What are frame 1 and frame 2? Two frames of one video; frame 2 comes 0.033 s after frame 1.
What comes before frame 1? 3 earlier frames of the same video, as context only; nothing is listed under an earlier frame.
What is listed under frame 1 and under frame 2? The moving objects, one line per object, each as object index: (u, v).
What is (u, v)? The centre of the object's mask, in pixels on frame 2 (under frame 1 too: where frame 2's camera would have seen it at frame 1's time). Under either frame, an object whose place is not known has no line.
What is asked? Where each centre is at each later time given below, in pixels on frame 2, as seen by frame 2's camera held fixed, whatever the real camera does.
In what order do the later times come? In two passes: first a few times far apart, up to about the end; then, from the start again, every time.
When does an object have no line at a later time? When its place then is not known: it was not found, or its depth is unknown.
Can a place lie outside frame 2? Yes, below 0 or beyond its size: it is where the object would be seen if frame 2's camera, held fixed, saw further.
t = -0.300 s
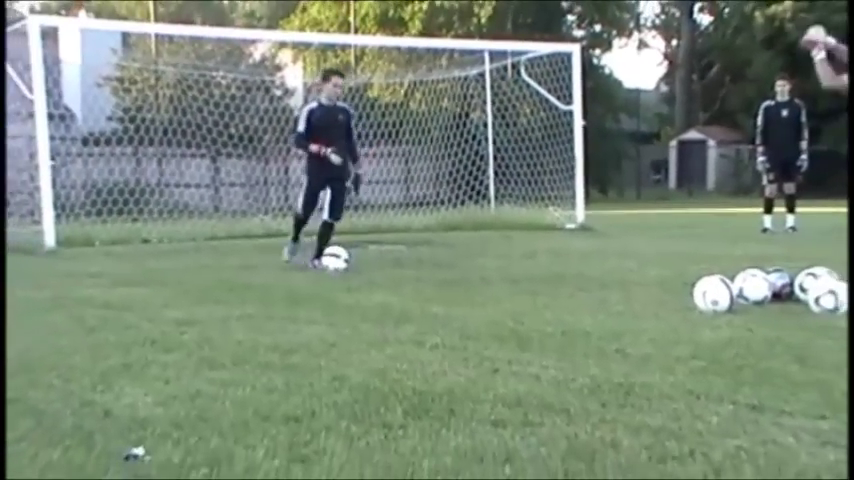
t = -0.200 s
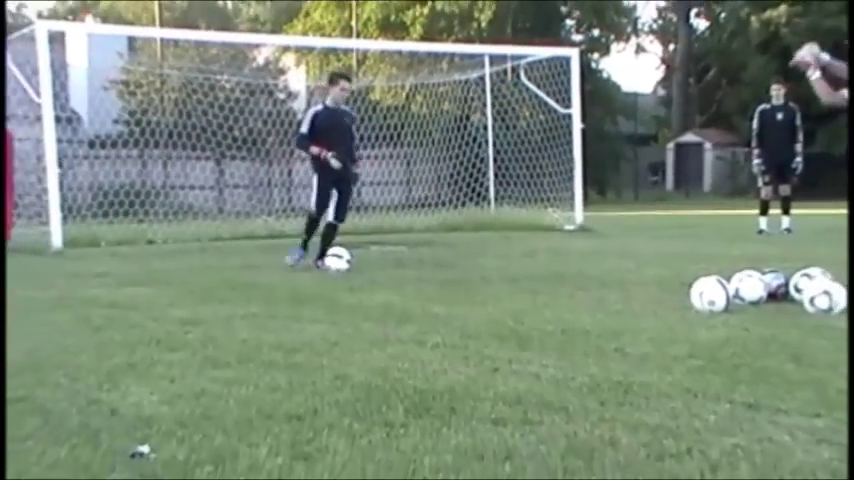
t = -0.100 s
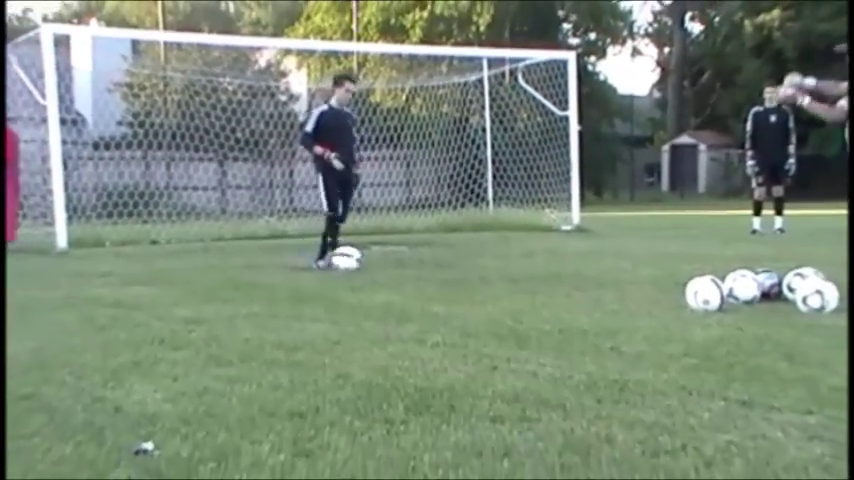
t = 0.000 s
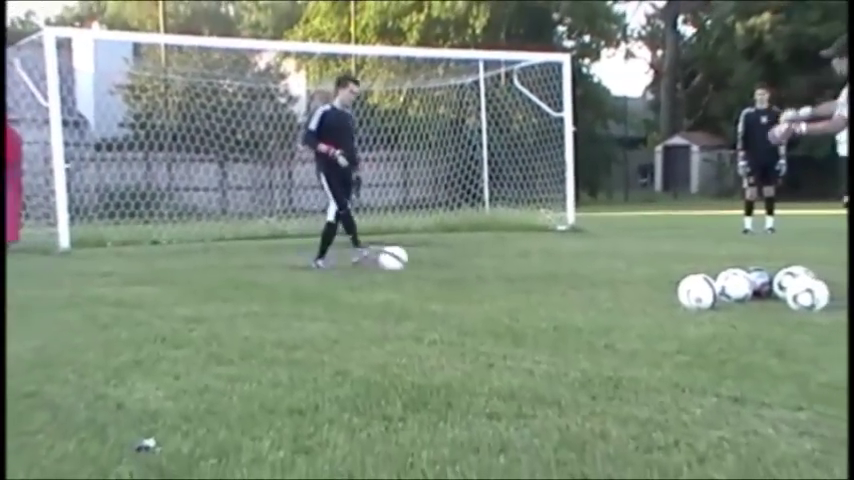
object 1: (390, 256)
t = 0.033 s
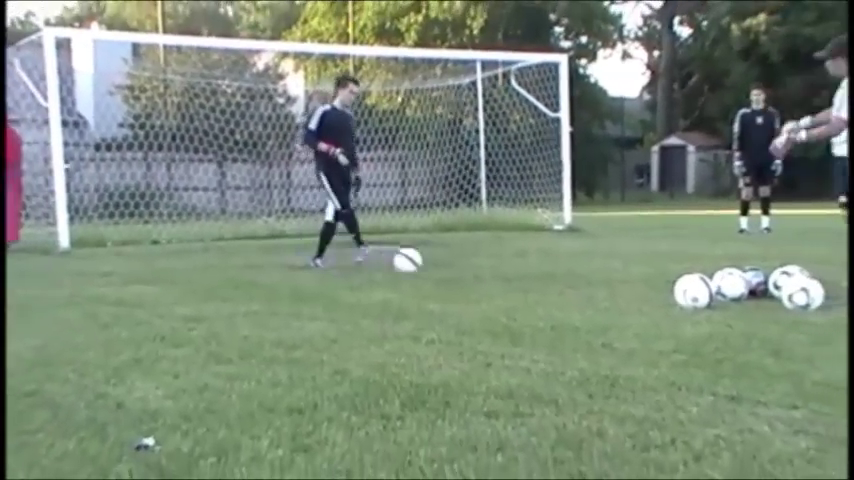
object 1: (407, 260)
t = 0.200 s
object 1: (463, 258)
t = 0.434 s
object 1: (535, 261)
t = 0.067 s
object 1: (422, 262)
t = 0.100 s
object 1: (433, 261)
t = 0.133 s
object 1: (443, 259)
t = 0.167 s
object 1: (452, 257)
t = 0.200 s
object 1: (463, 258)
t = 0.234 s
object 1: (473, 260)
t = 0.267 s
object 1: (484, 261)
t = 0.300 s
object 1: (495, 263)
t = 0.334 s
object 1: (505, 263)
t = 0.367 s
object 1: (515, 261)
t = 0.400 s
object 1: (525, 260)
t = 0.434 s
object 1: (535, 261)
